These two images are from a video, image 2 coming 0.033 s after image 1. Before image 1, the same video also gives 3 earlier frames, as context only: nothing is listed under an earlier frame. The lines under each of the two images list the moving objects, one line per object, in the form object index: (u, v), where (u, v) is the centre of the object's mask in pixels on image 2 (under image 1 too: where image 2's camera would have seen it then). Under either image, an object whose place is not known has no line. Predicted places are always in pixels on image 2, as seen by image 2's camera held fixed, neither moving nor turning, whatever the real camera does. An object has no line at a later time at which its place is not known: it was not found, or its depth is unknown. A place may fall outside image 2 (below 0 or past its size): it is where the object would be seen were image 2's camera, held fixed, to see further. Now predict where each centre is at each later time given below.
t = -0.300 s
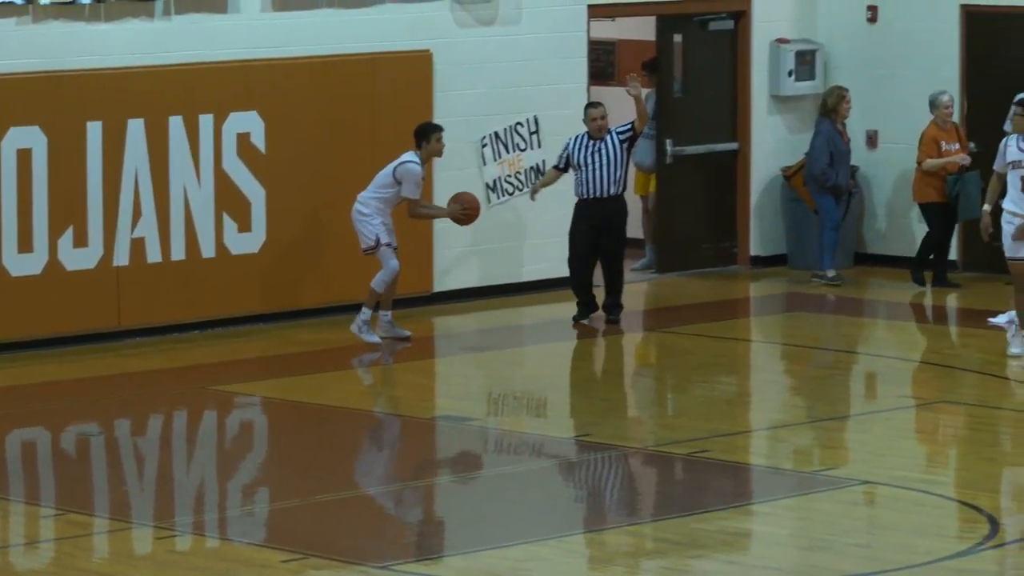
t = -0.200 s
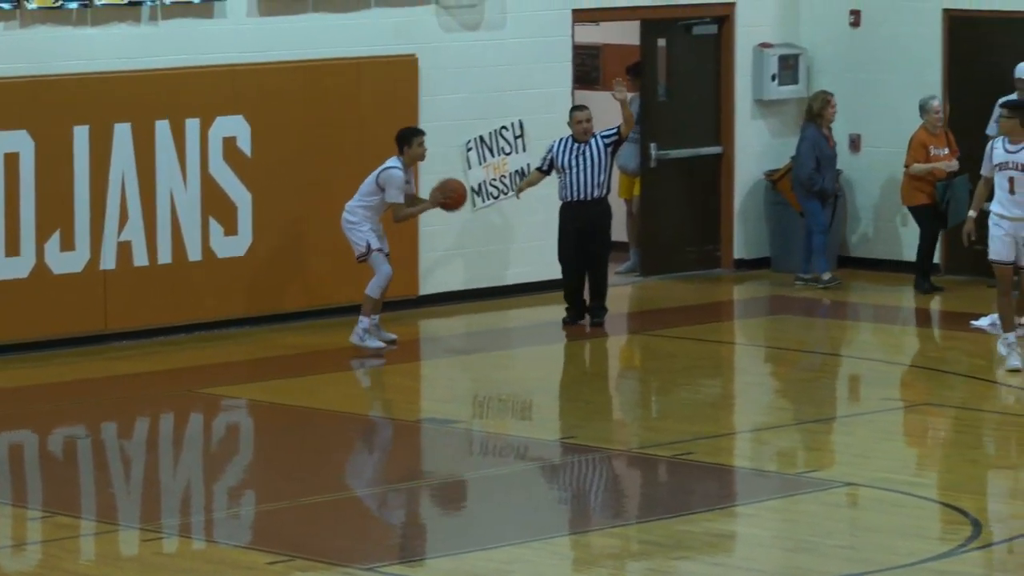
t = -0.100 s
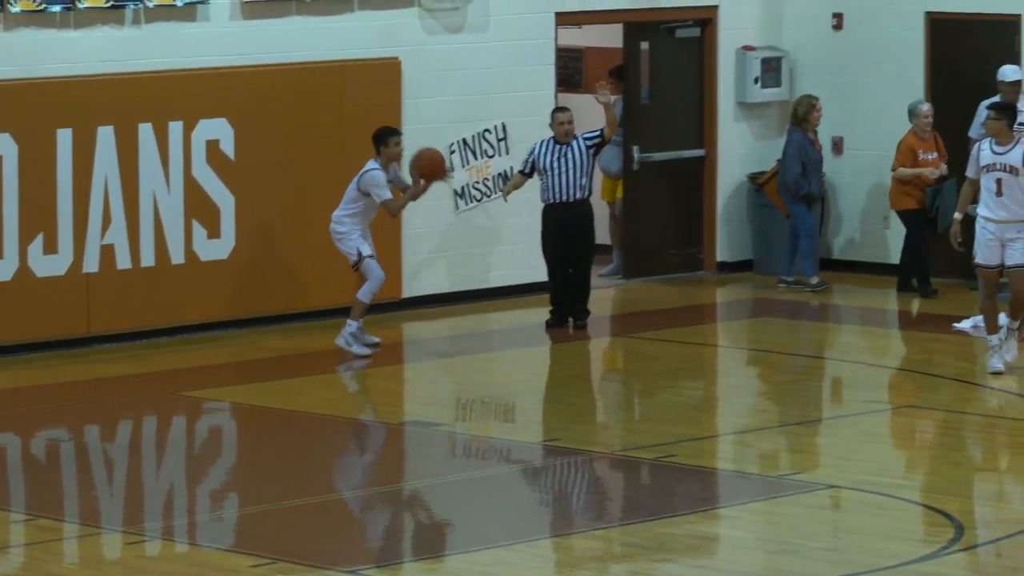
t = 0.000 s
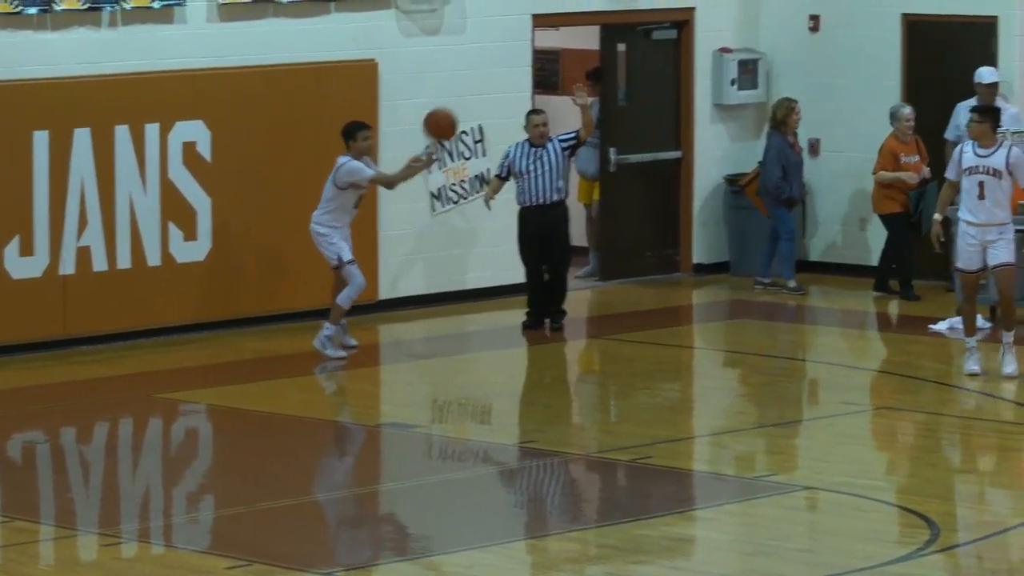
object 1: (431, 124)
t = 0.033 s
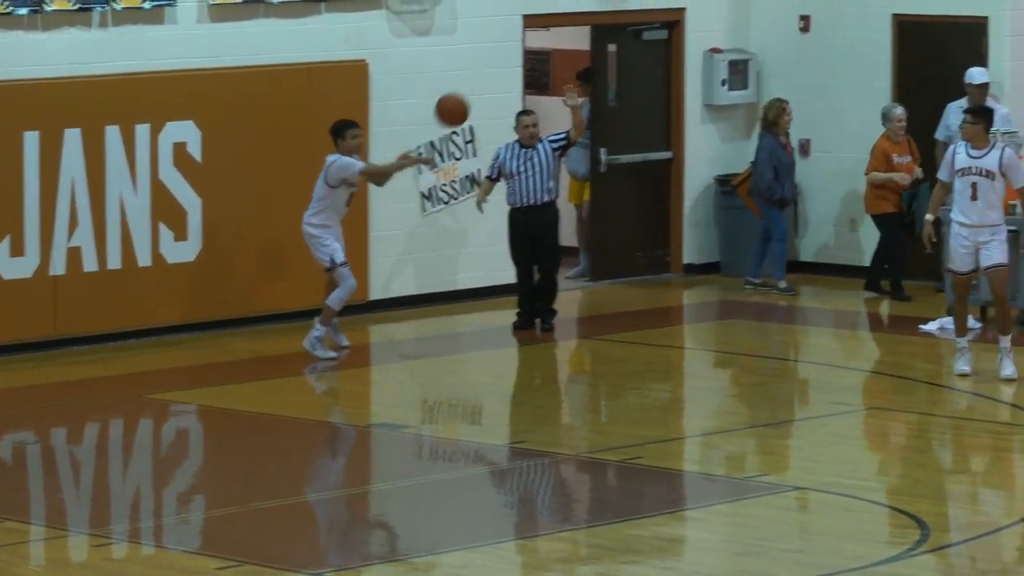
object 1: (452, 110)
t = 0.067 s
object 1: (473, 97)
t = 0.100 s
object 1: (494, 85)
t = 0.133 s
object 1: (516, 74)
